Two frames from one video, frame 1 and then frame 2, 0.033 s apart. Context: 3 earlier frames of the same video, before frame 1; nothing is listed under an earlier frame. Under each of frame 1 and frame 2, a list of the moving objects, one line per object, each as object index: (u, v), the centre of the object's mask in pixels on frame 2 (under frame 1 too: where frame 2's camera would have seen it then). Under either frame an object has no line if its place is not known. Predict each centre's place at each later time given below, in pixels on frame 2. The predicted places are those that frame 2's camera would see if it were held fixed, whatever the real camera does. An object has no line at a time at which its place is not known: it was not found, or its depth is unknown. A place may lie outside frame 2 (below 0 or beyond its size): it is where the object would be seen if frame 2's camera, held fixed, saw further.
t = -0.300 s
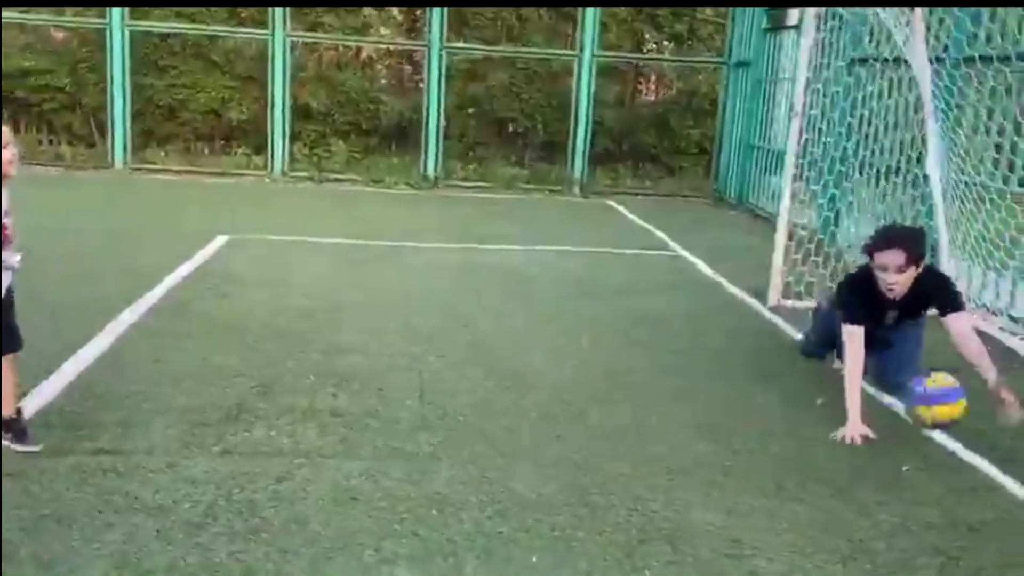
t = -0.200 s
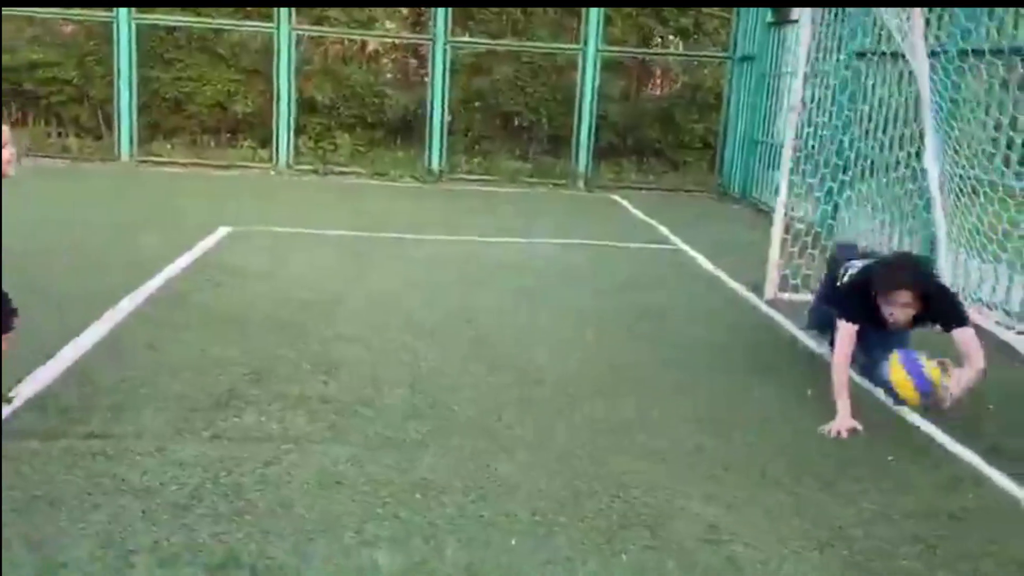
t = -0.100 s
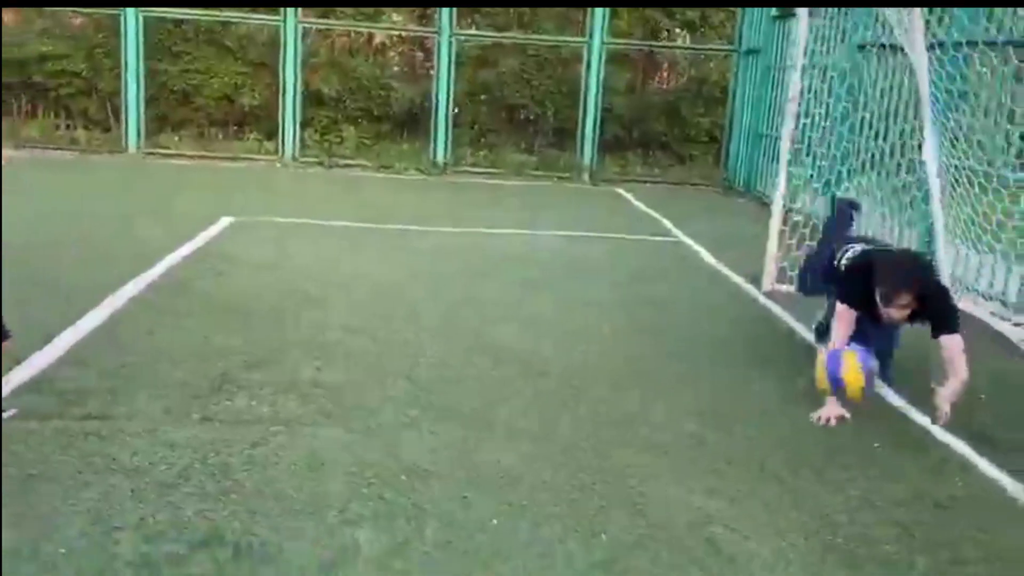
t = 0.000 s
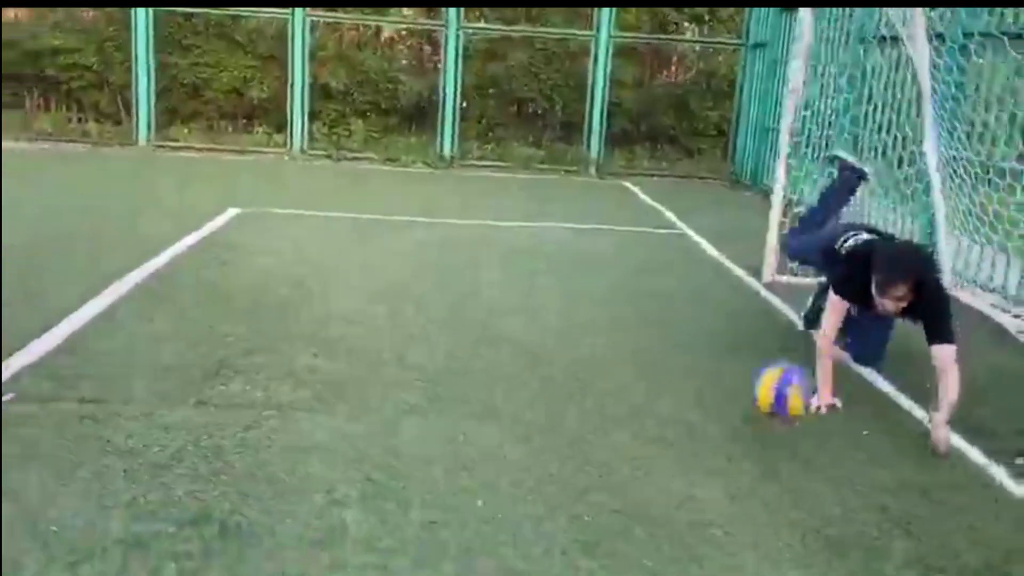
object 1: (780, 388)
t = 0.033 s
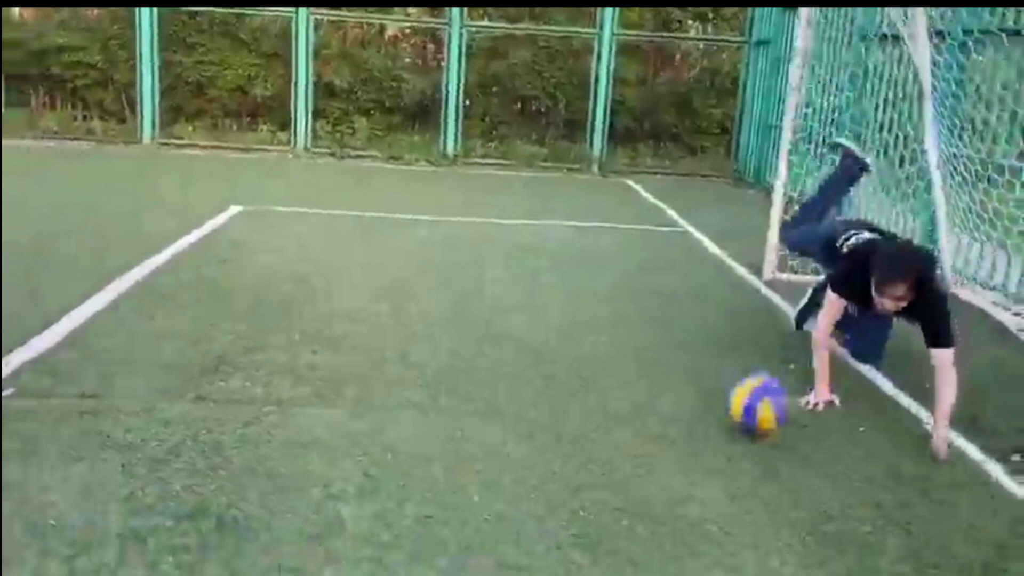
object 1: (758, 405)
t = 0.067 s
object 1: (748, 407)
